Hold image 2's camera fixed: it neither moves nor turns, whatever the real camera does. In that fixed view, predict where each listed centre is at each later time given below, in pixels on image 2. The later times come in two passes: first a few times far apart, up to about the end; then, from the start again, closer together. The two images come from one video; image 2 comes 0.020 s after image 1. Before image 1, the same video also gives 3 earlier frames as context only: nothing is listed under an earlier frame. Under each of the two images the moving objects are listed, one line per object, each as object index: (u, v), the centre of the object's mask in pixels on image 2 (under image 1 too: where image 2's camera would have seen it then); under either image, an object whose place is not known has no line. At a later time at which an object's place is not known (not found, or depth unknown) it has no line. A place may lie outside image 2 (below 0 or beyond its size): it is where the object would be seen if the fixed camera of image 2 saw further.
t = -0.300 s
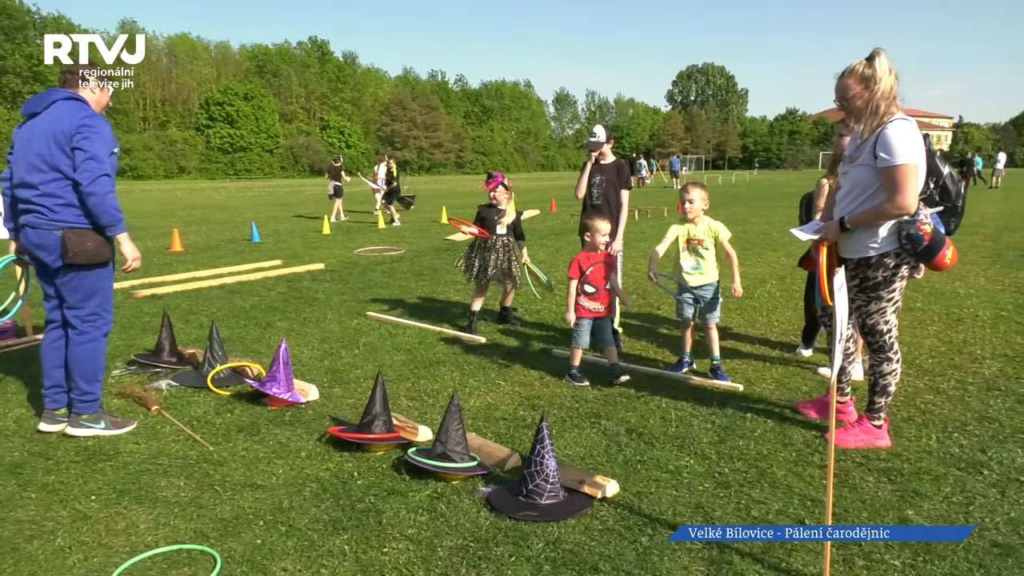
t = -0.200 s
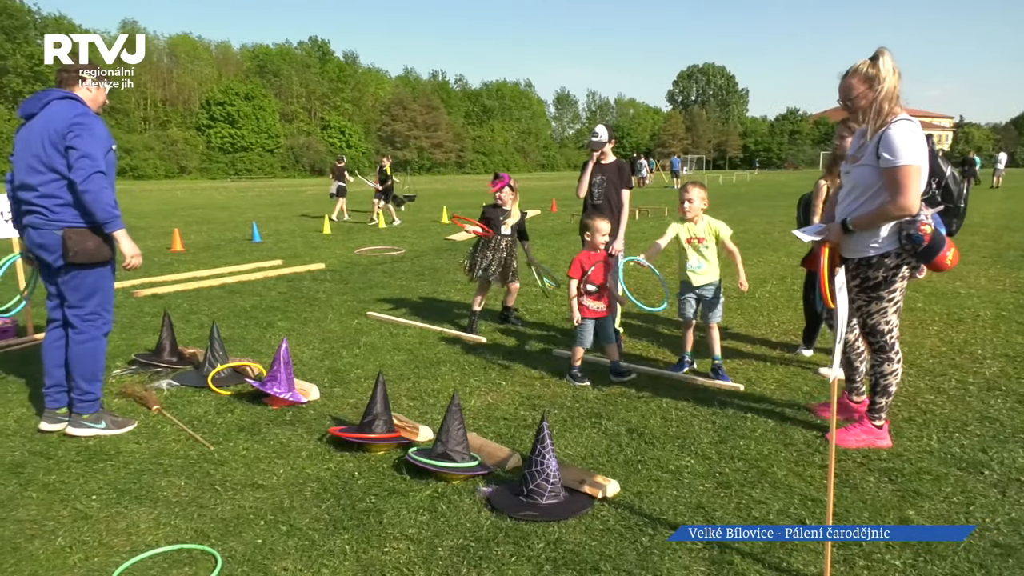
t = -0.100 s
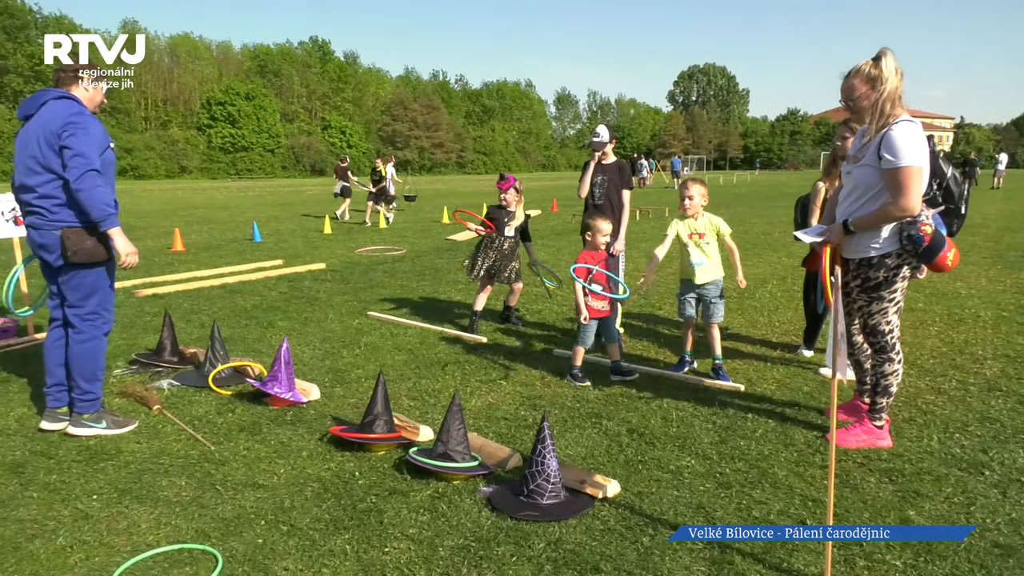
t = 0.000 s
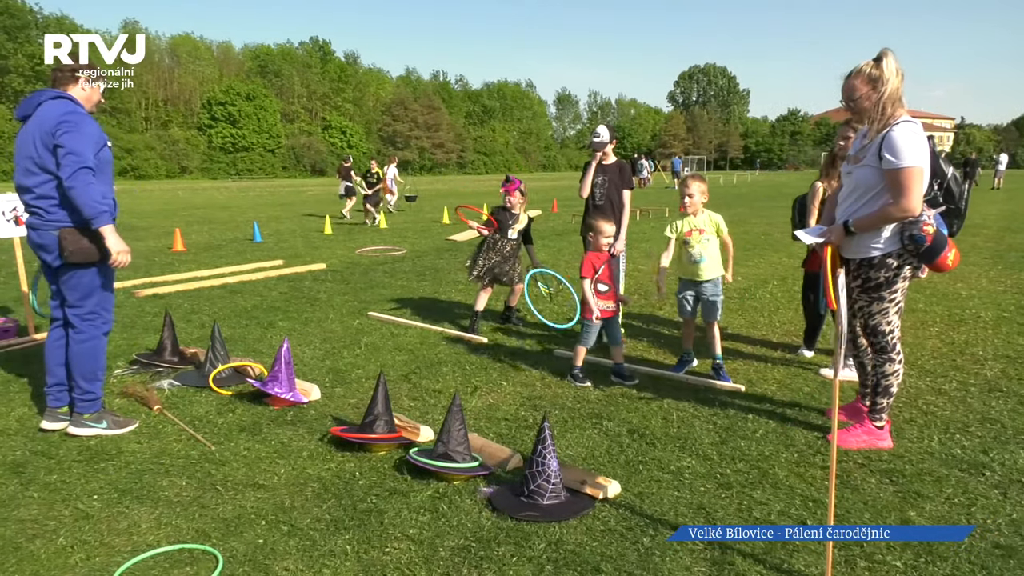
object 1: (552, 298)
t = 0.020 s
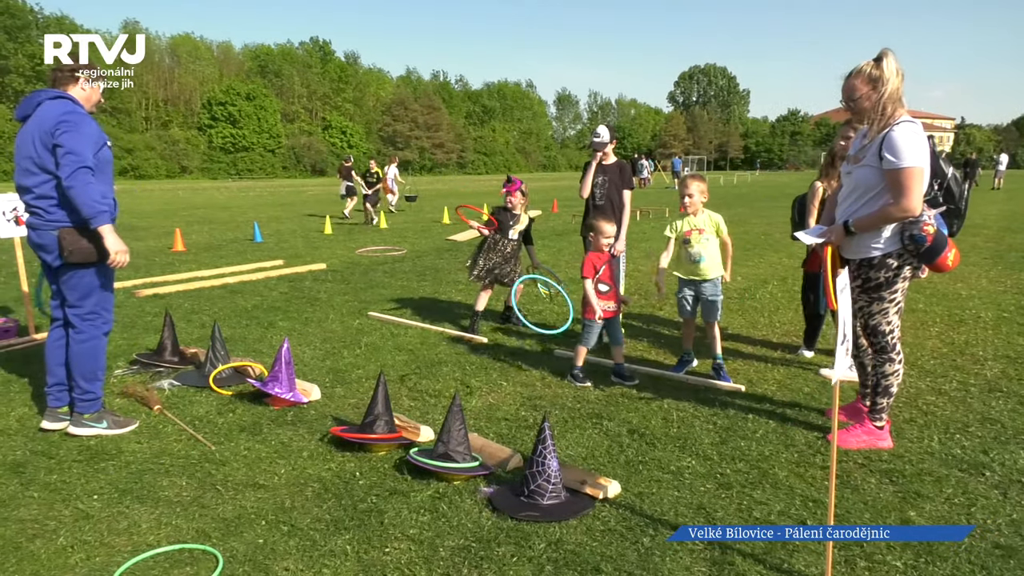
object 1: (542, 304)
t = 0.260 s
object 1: (404, 415)
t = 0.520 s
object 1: (415, 423)
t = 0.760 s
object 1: (410, 424)
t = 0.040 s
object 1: (531, 311)
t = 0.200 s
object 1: (457, 374)
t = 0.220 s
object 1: (425, 383)
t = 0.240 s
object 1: (398, 409)
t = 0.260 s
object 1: (404, 415)
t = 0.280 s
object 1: (406, 421)
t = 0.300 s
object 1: (409, 417)
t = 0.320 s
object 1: (408, 414)
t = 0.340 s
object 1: (407, 413)
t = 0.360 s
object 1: (400, 433)
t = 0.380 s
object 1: (414, 413)
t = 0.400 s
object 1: (414, 413)
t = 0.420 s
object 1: (413, 413)
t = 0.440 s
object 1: (413, 414)
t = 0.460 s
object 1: (408, 432)
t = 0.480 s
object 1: (408, 432)
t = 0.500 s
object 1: (415, 423)
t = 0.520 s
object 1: (415, 423)
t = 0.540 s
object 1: (413, 423)
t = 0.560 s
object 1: (410, 423)
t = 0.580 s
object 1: (409, 423)
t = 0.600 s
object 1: (406, 424)
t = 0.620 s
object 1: (407, 424)
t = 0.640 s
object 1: (407, 424)
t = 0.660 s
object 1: (407, 424)
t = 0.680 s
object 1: (410, 424)
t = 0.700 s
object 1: (410, 424)
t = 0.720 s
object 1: (408, 424)
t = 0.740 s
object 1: (408, 424)
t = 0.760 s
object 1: (410, 424)
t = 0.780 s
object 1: (408, 424)
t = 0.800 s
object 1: (411, 424)
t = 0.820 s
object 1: (411, 424)
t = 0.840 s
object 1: (411, 424)
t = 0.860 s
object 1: (411, 423)
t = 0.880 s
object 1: (411, 423)
